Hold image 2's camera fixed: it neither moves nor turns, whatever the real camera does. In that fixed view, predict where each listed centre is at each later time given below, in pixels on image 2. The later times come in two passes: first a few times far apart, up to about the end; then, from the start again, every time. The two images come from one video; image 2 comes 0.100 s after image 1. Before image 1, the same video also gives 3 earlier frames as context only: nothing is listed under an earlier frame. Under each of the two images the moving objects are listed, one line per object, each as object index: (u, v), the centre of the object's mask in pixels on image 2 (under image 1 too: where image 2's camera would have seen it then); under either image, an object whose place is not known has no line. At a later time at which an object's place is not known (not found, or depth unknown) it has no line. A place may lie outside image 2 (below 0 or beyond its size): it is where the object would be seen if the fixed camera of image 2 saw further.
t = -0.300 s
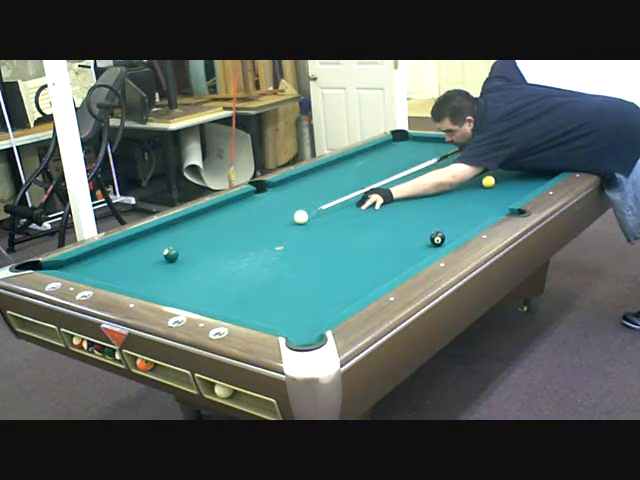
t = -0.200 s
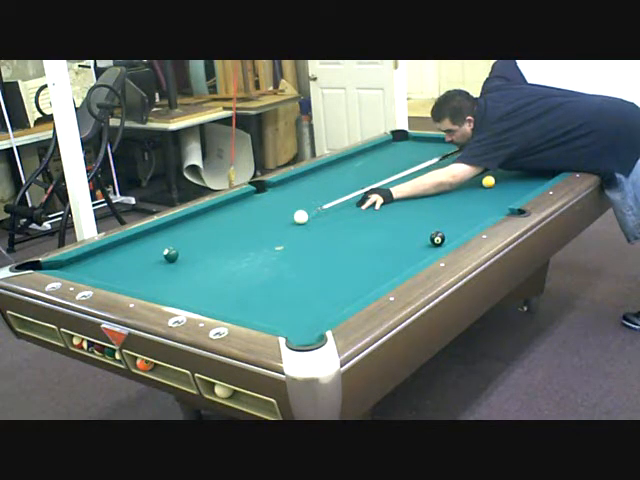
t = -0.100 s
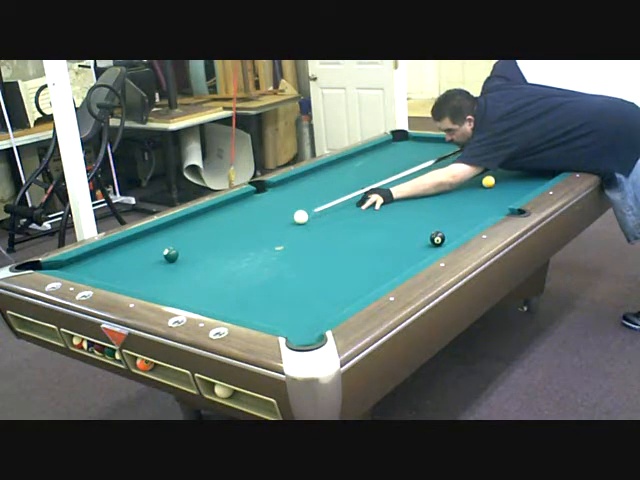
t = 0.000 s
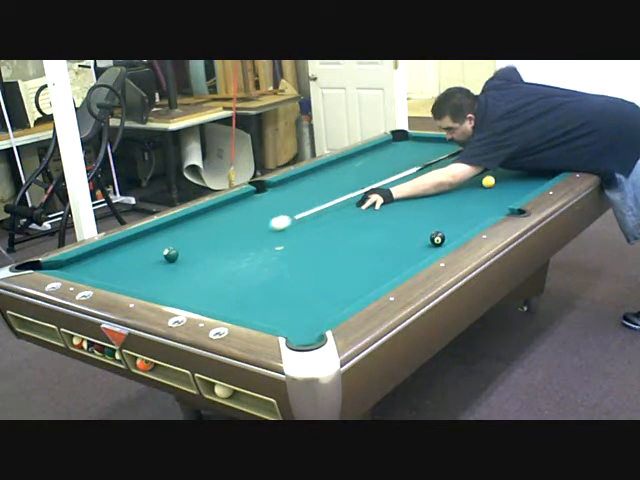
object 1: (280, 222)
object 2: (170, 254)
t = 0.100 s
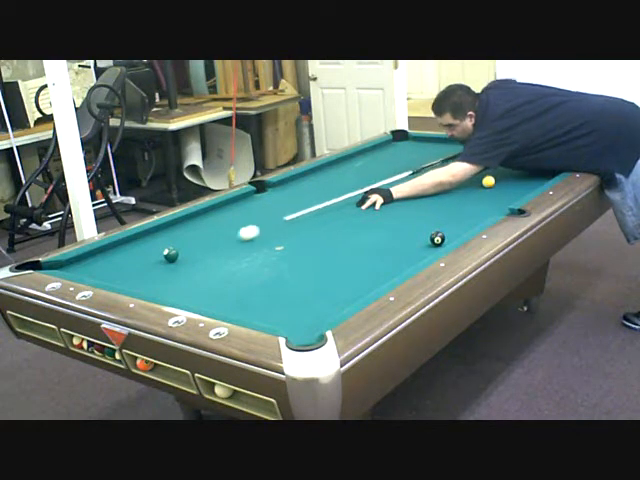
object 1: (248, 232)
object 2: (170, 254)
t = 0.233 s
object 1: (207, 245)
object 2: (170, 254)
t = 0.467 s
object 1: (174, 264)
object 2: (128, 259)
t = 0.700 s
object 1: (151, 283)
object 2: (79, 265)
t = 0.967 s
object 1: (168, 285)
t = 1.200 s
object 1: (197, 278)
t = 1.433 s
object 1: (225, 271)
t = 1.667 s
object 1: (251, 265)
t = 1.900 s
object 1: (275, 260)
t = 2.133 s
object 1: (296, 254)
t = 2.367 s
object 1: (316, 250)
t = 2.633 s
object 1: (338, 245)
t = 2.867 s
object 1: (354, 242)
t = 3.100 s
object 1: (369, 238)
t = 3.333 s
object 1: (384, 235)
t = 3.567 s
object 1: (396, 233)
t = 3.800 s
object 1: (408, 230)
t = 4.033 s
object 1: (419, 228)
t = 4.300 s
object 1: (429, 225)
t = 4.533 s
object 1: (437, 224)
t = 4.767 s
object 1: (444, 222)
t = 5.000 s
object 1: (450, 221)
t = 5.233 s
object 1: (454, 220)
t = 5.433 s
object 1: (457, 219)
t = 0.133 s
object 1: (238, 236)
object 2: (170, 254)
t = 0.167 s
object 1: (228, 239)
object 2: (170, 255)
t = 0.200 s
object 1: (217, 242)
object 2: (170, 254)
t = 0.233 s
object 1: (207, 245)
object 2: (170, 254)
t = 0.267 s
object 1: (196, 249)
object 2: (170, 254)
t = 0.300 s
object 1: (186, 252)
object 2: (167, 255)
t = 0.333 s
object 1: (184, 254)
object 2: (157, 256)
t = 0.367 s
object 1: (183, 257)
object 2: (149, 258)
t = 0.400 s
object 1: (181, 259)
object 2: (143, 260)
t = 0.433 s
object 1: (178, 262)
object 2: (136, 258)
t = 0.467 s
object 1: (174, 264)
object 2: (128, 259)
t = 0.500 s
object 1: (171, 267)
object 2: (120, 262)
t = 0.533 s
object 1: (168, 270)
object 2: (114, 262)
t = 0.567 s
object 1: (165, 272)
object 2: (107, 262)
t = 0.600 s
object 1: (161, 275)
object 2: (100, 263)
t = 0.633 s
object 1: (158, 278)
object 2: (93, 264)
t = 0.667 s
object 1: (155, 281)
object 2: (87, 264)
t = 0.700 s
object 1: (151, 283)
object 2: (79, 265)
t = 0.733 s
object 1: (148, 286)
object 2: (72, 266)
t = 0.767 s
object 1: (145, 287)
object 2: (67, 266)
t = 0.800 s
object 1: (145, 288)
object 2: (59, 265)
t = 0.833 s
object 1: (150, 288)
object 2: (52, 265)
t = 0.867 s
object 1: (154, 287)
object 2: (46, 266)
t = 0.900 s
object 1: (159, 287)
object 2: (41, 268)
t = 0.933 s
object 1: (163, 286)
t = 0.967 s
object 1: (168, 285)
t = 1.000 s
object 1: (172, 284)
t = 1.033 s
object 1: (176, 283)
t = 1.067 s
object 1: (181, 282)
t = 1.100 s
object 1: (185, 281)
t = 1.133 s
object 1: (189, 280)
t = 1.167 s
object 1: (193, 278)
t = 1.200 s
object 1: (197, 278)
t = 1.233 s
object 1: (201, 277)
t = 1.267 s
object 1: (206, 276)
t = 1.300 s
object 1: (209, 275)
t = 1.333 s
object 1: (214, 274)
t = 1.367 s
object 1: (217, 273)
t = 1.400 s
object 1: (221, 272)
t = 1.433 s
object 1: (225, 271)
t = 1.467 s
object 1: (229, 270)
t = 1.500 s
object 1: (233, 269)
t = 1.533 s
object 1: (236, 268)
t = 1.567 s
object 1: (240, 267)
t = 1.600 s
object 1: (244, 267)
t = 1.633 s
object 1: (247, 266)
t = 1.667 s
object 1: (251, 265)
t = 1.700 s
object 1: (254, 264)
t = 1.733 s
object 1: (258, 263)
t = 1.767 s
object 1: (261, 263)
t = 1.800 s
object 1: (265, 262)
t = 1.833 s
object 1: (268, 261)
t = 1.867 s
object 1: (271, 260)
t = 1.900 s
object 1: (275, 260)
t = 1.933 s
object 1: (278, 259)
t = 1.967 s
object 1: (281, 258)
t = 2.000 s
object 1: (284, 257)
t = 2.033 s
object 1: (287, 256)
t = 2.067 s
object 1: (290, 256)
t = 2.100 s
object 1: (293, 255)
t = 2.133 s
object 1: (296, 254)
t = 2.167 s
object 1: (299, 254)
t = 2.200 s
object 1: (302, 253)
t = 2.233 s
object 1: (305, 252)
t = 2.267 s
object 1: (308, 252)
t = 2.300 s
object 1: (311, 251)
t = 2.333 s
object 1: (314, 251)
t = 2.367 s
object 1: (316, 250)
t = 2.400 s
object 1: (319, 249)
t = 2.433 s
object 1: (322, 249)
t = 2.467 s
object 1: (324, 248)
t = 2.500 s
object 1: (327, 248)
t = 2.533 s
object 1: (330, 247)
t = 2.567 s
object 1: (332, 246)
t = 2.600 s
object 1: (335, 246)
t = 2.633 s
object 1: (338, 245)
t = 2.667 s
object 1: (340, 245)
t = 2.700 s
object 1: (342, 244)
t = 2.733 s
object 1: (345, 244)
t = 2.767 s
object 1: (347, 243)
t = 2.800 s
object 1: (350, 243)
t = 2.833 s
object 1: (352, 242)
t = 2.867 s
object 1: (354, 242)
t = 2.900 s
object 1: (356, 241)
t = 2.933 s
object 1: (359, 240)
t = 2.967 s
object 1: (361, 240)
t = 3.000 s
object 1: (363, 239)
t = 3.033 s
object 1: (365, 239)
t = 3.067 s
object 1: (367, 239)
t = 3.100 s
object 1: (369, 238)
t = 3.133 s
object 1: (371, 238)
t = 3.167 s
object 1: (373, 238)
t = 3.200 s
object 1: (376, 237)
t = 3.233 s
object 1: (378, 236)
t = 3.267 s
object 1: (380, 236)
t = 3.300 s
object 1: (382, 236)
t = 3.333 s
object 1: (384, 235)
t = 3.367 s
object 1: (386, 235)
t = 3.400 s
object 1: (387, 235)
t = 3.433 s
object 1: (389, 234)
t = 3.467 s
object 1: (391, 234)
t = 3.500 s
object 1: (393, 233)
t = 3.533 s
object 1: (395, 233)
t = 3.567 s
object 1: (396, 233)
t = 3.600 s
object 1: (398, 232)
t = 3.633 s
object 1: (400, 232)
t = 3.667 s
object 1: (402, 232)
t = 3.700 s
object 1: (403, 231)
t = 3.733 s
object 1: (405, 231)
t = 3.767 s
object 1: (407, 231)
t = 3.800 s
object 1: (408, 230)
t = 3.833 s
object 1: (410, 230)
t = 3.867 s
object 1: (412, 229)
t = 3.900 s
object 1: (413, 229)
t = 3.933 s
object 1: (414, 229)
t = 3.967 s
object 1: (416, 228)
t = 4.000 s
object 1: (417, 228)
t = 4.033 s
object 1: (419, 228)
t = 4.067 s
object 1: (420, 227)
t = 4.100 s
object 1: (421, 227)
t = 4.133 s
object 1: (423, 227)
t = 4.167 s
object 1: (424, 227)
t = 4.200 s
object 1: (425, 226)
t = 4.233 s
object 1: (426, 226)
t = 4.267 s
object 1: (428, 226)
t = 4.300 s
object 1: (429, 225)
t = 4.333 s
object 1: (430, 225)
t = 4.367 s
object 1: (431, 225)
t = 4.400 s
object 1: (433, 224)
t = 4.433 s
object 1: (434, 224)
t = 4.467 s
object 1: (435, 224)
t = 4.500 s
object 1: (436, 224)
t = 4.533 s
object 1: (437, 224)
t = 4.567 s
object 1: (438, 224)
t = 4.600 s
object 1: (439, 223)
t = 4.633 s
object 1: (440, 223)
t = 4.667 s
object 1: (441, 223)
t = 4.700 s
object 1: (442, 223)
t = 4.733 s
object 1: (443, 222)
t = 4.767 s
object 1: (444, 222)
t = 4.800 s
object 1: (445, 222)
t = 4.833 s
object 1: (446, 222)
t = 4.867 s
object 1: (446, 222)
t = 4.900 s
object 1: (447, 222)
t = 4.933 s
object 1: (448, 221)
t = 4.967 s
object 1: (449, 221)
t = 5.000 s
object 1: (450, 221)
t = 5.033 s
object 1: (450, 221)
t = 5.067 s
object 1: (451, 221)
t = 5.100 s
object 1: (452, 221)
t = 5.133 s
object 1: (452, 221)
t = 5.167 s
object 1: (453, 220)
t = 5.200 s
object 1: (453, 220)
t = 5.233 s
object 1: (454, 220)
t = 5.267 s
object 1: (455, 220)
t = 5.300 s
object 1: (455, 220)
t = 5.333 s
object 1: (456, 220)
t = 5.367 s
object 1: (456, 219)
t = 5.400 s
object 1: (457, 219)
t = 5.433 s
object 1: (457, 219)
